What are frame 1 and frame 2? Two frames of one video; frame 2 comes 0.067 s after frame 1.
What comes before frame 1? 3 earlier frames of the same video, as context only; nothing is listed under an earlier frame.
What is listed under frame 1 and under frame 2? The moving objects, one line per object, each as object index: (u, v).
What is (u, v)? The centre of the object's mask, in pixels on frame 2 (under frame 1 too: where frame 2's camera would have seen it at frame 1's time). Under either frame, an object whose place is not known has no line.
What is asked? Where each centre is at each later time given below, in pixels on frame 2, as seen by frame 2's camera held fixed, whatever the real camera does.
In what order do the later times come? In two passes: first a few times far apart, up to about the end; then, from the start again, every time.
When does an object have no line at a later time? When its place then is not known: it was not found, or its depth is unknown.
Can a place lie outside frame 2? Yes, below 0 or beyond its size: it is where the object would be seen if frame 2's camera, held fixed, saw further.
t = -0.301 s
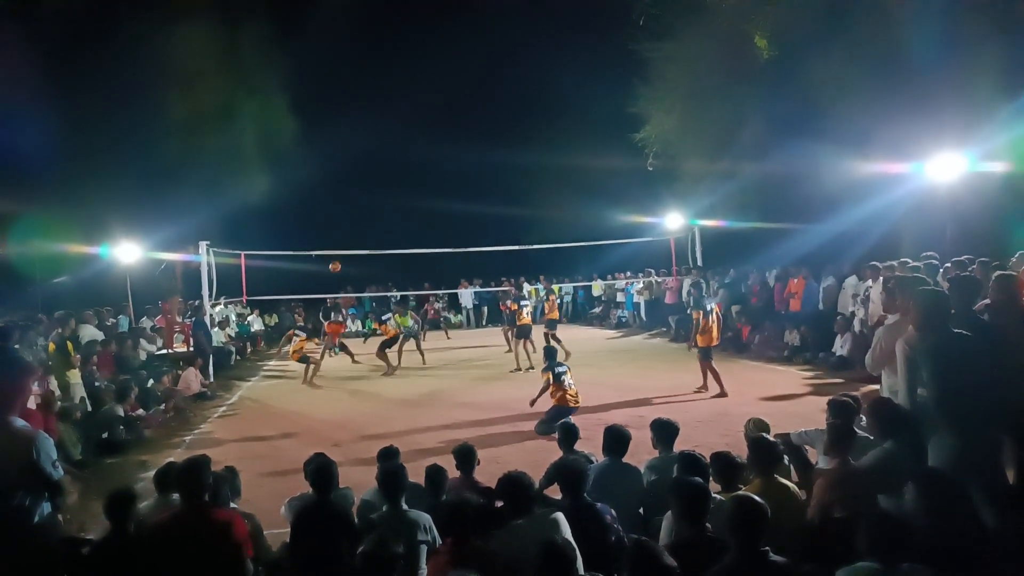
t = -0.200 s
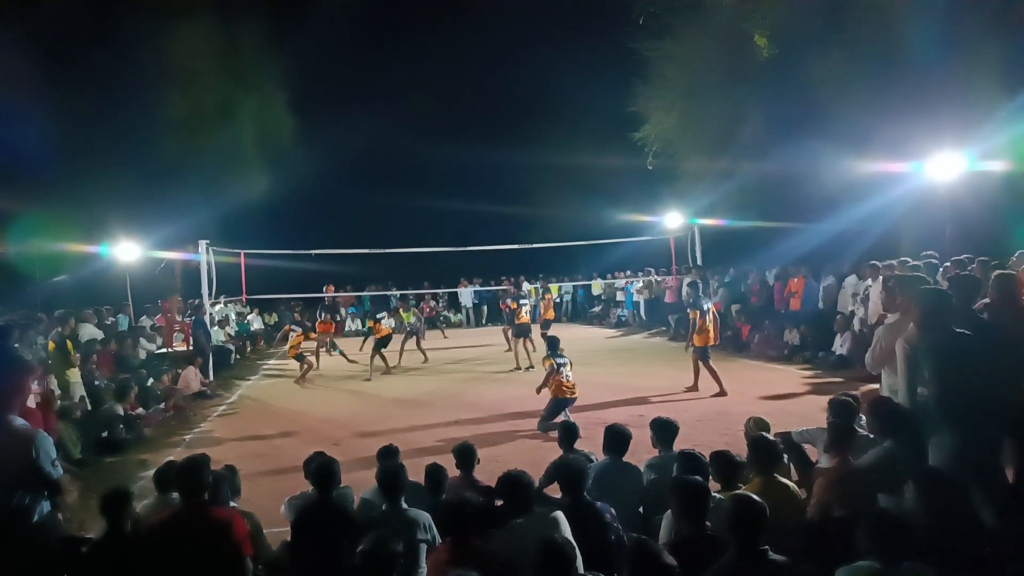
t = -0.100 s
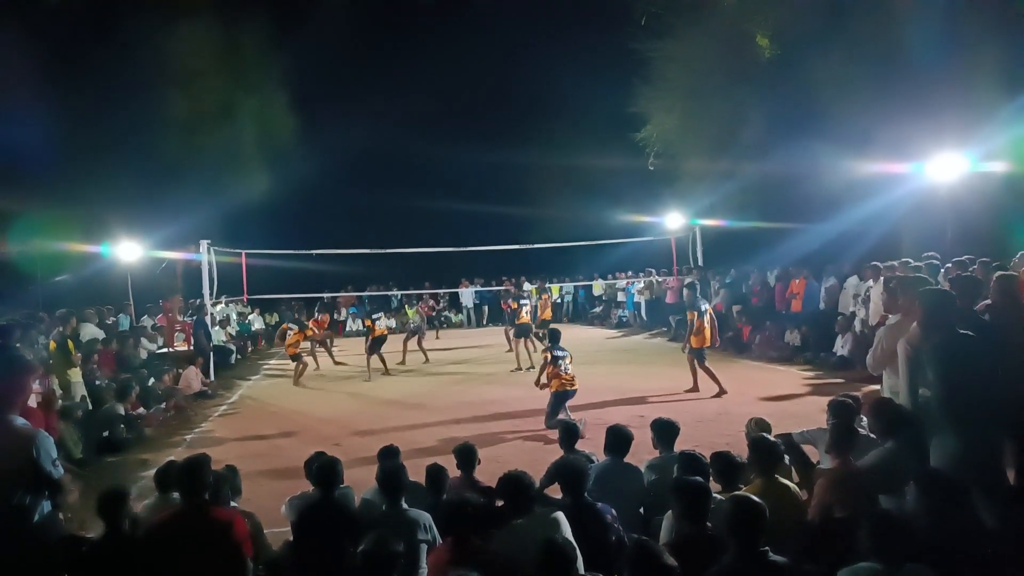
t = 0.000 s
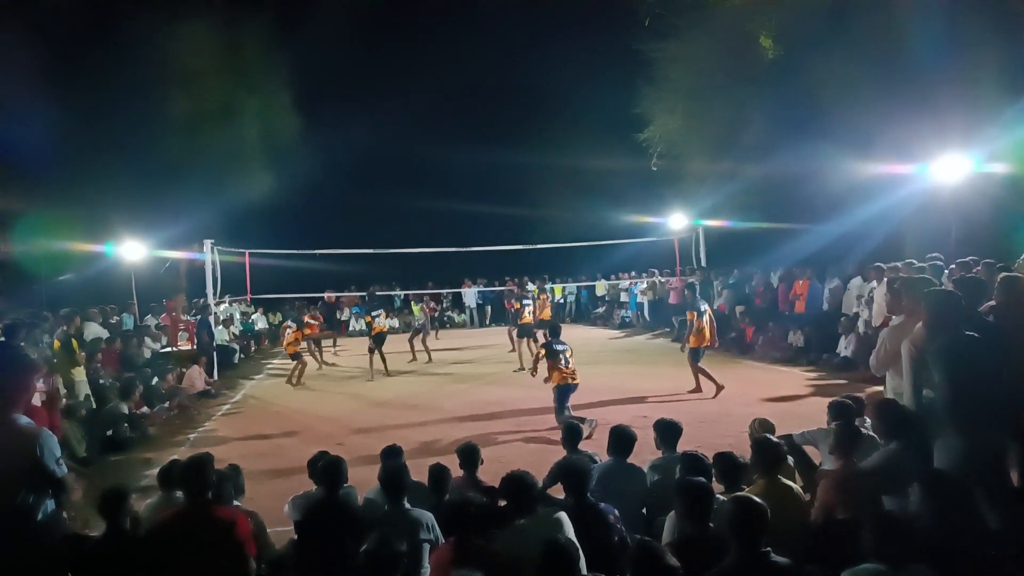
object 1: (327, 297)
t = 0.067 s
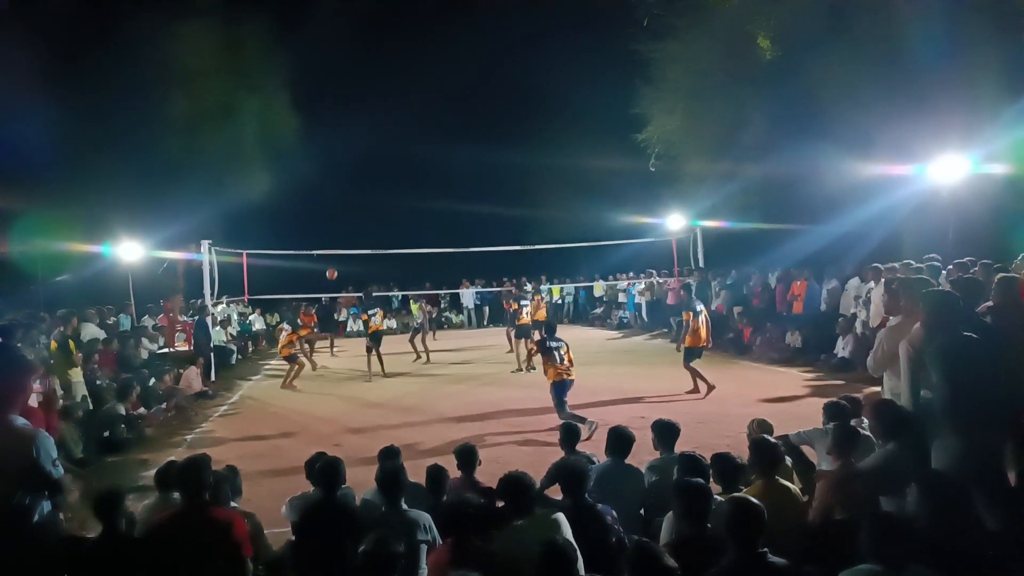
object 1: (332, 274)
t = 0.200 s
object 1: (340, 234)
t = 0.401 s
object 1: (355, 189)
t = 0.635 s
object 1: (373, 162)
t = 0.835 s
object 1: (390, 159)
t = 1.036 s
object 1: (408, 175)
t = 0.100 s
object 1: (334, 263)
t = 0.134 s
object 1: (336, 252)
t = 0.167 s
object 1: (338, 243)
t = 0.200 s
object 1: (340, 234)
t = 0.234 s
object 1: (343, 224)
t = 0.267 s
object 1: (345, 217)
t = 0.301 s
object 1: (347, 209)
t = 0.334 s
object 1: (350, 201)
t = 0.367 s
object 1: (352, 195)
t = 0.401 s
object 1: (355, 189)
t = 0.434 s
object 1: (357, 184)
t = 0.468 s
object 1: (360, 179)
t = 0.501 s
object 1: (362, 175)
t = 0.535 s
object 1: (365, 171)
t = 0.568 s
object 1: (368, 167)
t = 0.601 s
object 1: (370, 164)
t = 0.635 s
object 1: (373, 162)
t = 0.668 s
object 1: (376, 160)
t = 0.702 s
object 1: (379, 159)
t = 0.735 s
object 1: (382, 158)
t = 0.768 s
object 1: (385, 158)
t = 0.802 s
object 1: (387, 158)
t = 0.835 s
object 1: (390, 159)
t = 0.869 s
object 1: (393, 161)
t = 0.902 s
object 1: (396, 162)
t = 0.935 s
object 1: (399, 165)
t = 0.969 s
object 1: (402, 167)
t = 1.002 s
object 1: (405, 171)
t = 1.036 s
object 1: (408, 175)
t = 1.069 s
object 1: (411, 179)
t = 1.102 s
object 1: (414, 184)
